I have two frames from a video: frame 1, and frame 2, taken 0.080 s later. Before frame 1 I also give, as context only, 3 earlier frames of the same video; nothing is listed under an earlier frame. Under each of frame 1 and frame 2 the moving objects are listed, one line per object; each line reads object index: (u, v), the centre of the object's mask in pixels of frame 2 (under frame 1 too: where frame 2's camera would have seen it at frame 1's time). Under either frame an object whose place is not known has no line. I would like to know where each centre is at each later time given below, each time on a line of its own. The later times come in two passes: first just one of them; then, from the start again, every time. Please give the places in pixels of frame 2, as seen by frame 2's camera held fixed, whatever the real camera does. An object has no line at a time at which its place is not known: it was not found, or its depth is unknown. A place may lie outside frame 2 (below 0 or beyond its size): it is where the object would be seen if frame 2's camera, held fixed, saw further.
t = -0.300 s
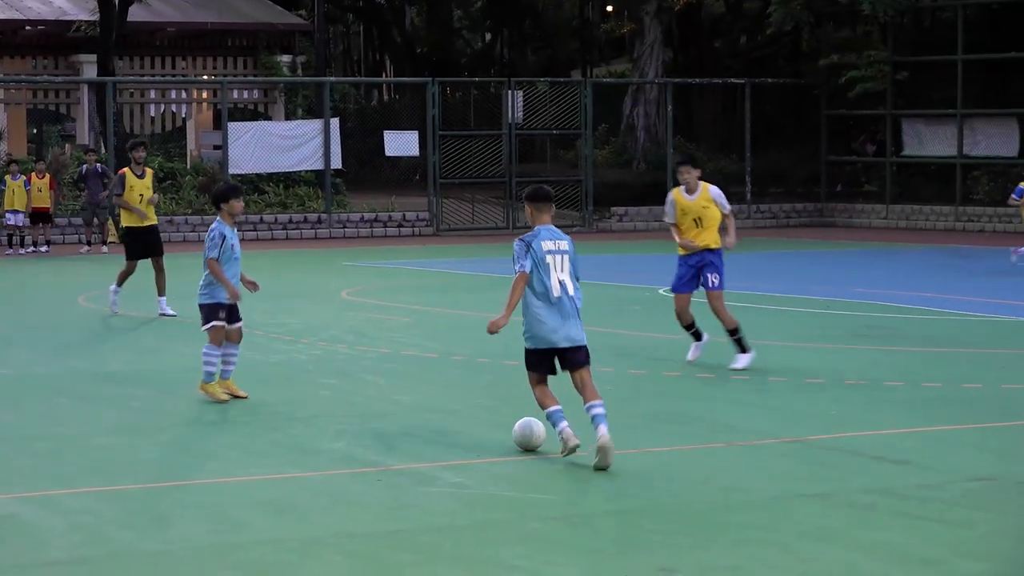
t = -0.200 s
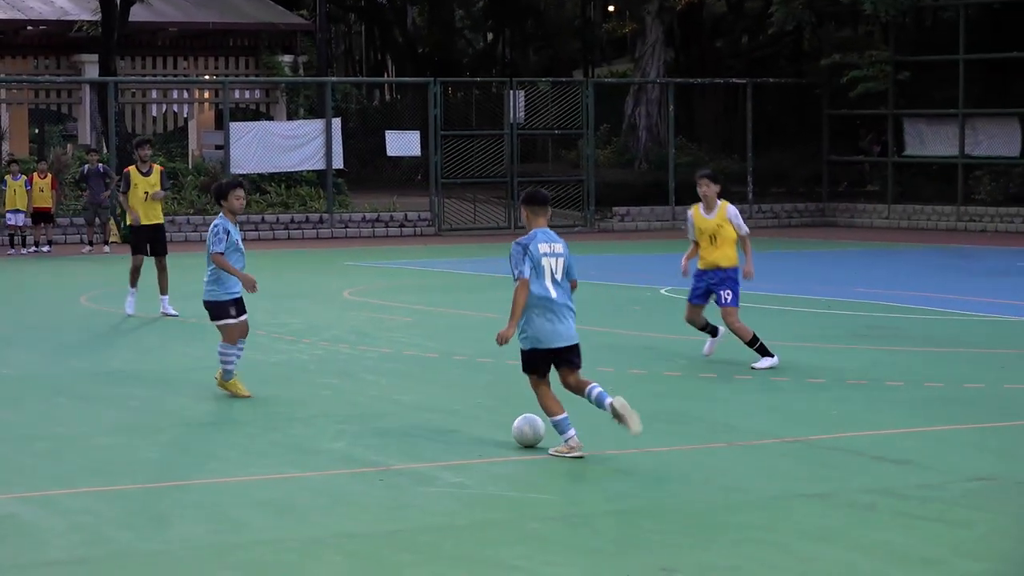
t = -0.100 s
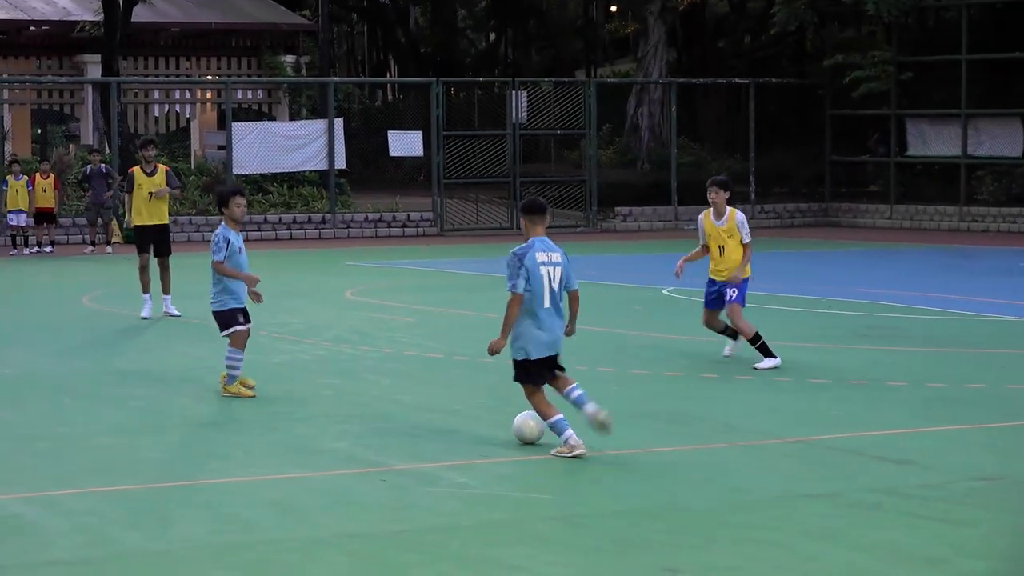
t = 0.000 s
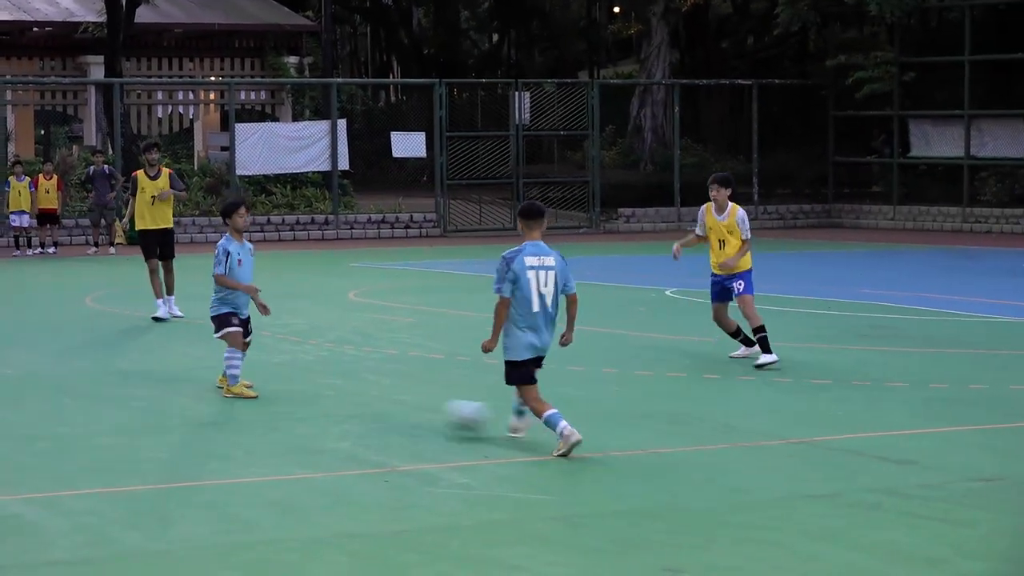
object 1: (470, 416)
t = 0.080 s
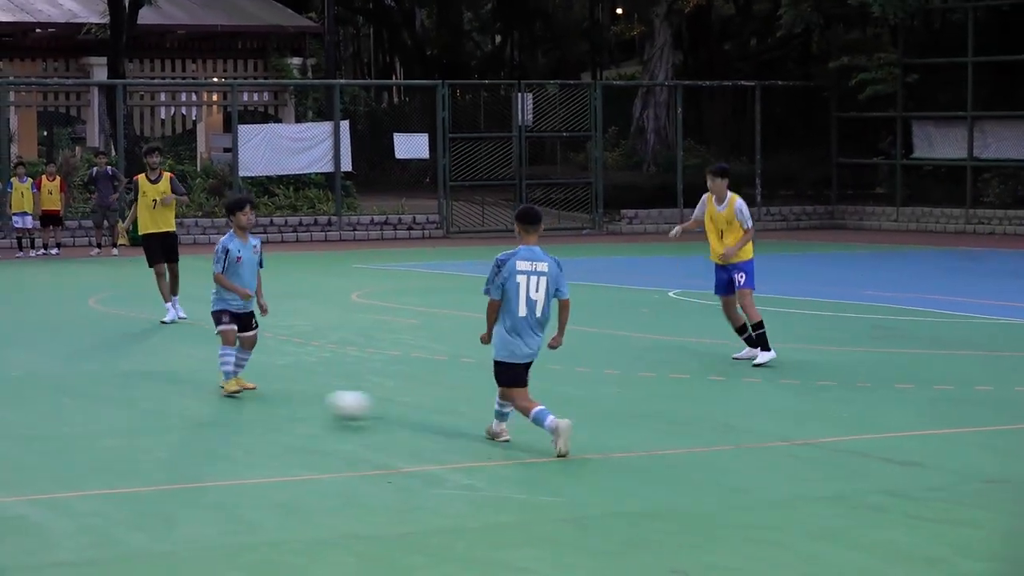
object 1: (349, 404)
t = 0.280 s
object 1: (97, 385)
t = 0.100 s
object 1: (320, 403)
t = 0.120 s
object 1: (291, 403)
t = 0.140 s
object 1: (263, 403)
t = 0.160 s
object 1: (239, 401)
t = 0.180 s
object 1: (213, 394)
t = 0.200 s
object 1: (188, 392)
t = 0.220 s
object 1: (165, 389)
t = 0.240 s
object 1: (142, 387)
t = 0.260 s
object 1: (119, 386)
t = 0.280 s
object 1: (97, 385)
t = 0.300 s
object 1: (74, 385)
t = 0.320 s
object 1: (52, 386)
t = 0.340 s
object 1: (31, 386)
